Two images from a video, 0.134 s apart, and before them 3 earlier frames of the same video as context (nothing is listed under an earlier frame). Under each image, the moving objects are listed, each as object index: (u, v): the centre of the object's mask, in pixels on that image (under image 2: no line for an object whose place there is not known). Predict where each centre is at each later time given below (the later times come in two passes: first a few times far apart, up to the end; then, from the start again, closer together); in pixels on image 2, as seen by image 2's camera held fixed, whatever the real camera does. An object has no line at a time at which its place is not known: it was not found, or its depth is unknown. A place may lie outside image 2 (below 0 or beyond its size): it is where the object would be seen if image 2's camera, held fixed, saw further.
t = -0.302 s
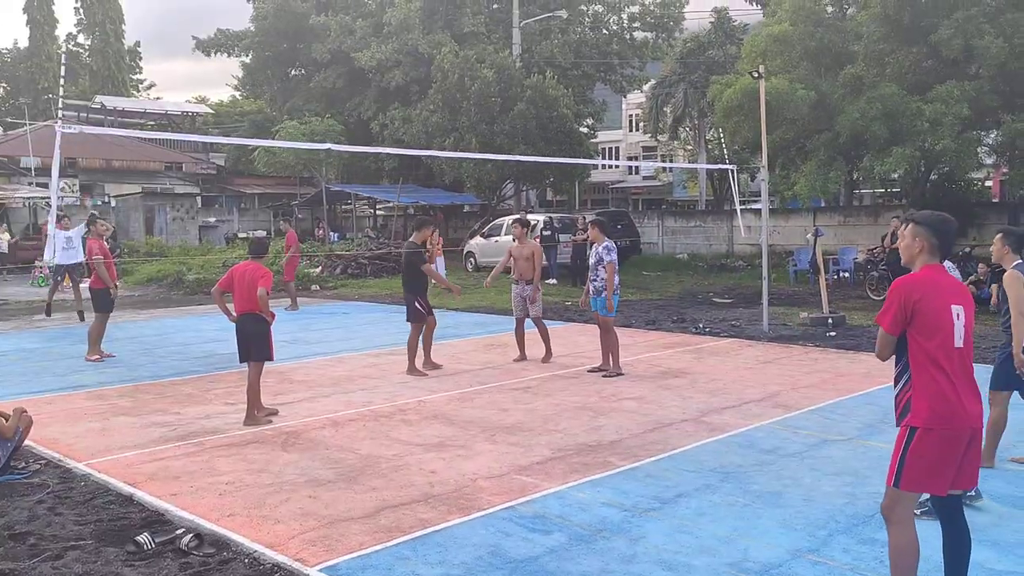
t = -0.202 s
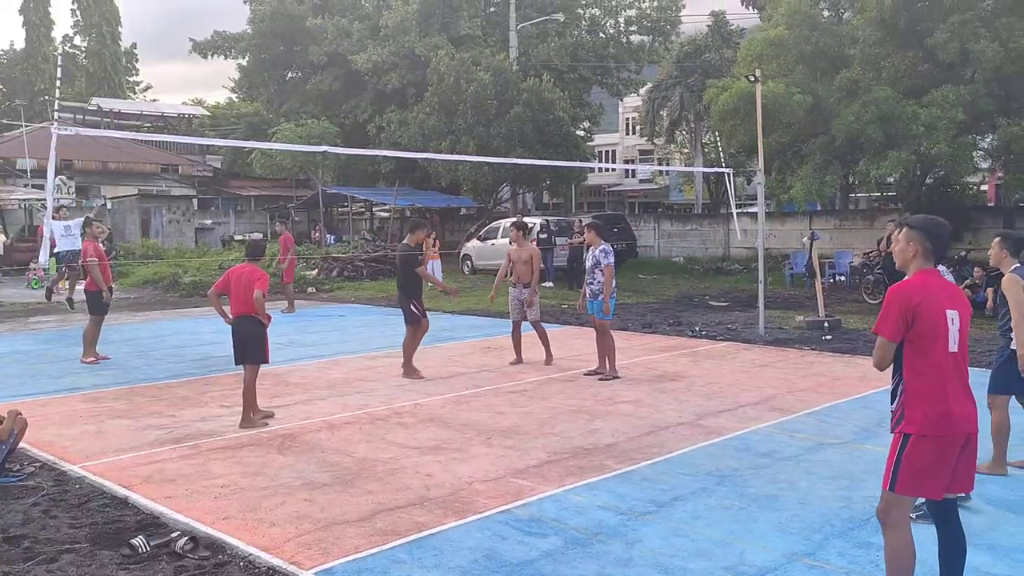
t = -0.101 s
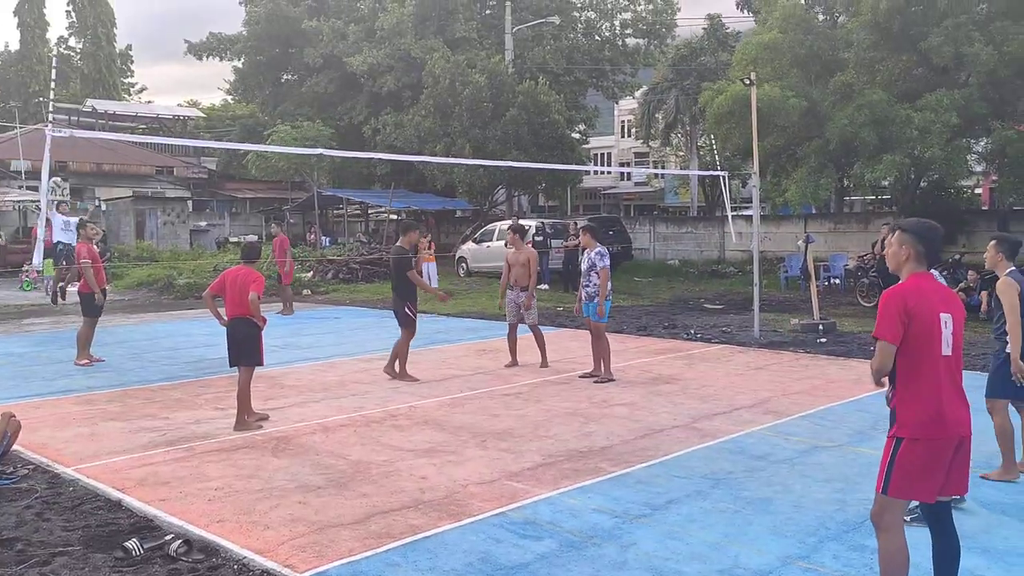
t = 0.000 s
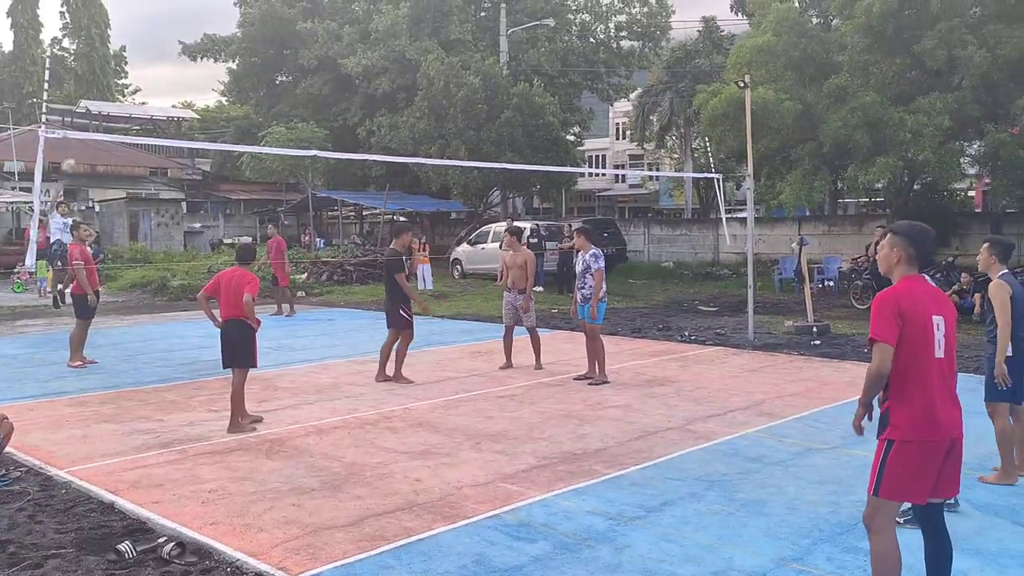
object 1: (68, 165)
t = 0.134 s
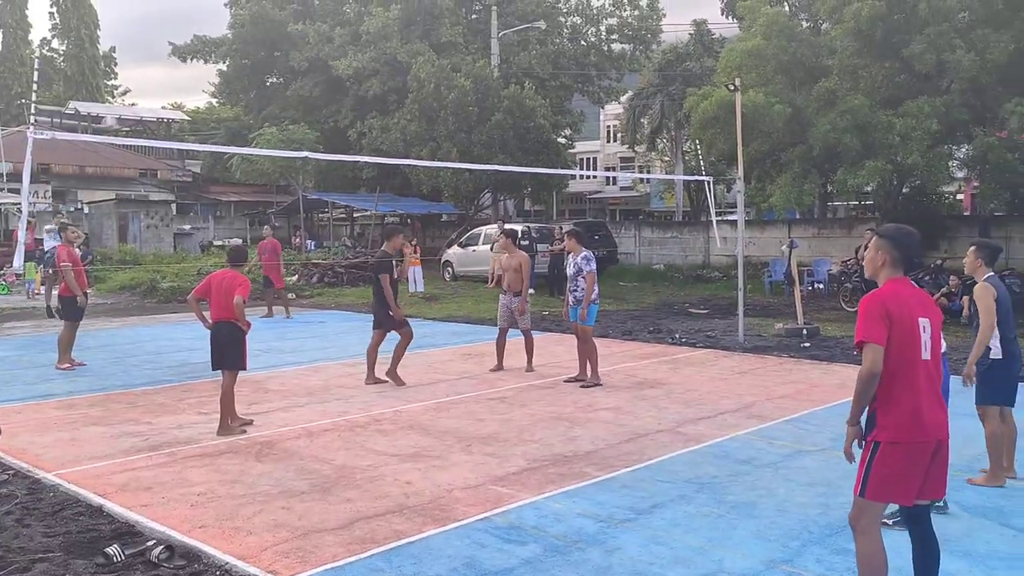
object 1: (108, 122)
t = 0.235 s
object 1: (154, 95)
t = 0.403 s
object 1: (242, 56)
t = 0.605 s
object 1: (370, 35)
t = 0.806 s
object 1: (530, 40)
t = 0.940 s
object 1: (660, 68)
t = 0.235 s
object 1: (154, 95)
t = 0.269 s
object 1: (170, 87)
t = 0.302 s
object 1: (187, 78)
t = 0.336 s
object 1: (205, 71)
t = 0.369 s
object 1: (223, 62)
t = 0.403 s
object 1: (242, 56)
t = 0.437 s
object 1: (262, 51)
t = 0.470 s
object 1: (282, 46)
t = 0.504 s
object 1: (303, 42)
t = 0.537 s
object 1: (326, 38)
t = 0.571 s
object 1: (347, 37)
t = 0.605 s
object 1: (370, 35)
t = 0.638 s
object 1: (395, 33)
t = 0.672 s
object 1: (420, 33)
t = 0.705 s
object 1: (446, 33)
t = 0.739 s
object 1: (473, 35)
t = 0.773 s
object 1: (502, 37)
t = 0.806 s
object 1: (530, 40)
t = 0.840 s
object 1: (561, 46)
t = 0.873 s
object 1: (591, 53)
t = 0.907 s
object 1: (626, 59)
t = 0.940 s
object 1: (660, 68)
